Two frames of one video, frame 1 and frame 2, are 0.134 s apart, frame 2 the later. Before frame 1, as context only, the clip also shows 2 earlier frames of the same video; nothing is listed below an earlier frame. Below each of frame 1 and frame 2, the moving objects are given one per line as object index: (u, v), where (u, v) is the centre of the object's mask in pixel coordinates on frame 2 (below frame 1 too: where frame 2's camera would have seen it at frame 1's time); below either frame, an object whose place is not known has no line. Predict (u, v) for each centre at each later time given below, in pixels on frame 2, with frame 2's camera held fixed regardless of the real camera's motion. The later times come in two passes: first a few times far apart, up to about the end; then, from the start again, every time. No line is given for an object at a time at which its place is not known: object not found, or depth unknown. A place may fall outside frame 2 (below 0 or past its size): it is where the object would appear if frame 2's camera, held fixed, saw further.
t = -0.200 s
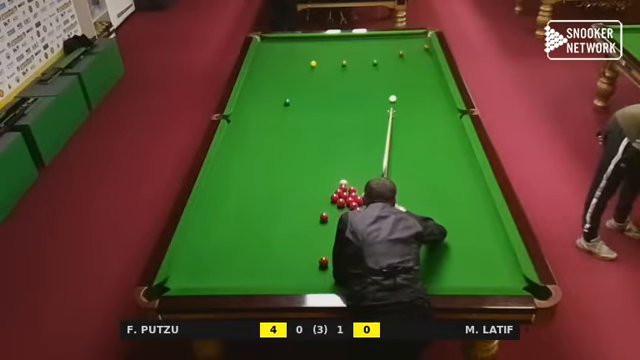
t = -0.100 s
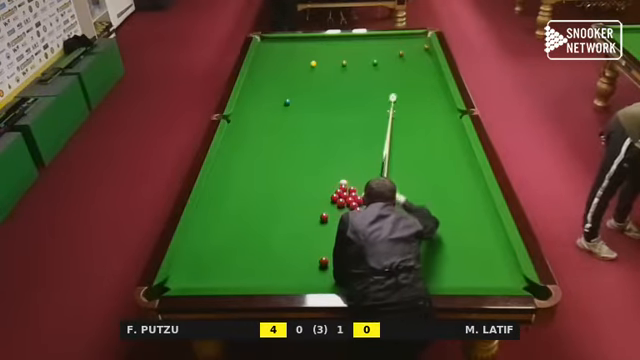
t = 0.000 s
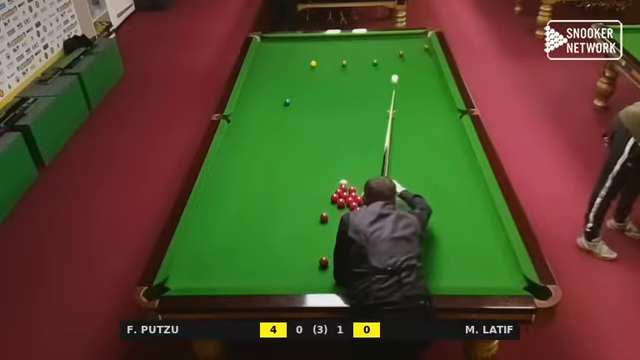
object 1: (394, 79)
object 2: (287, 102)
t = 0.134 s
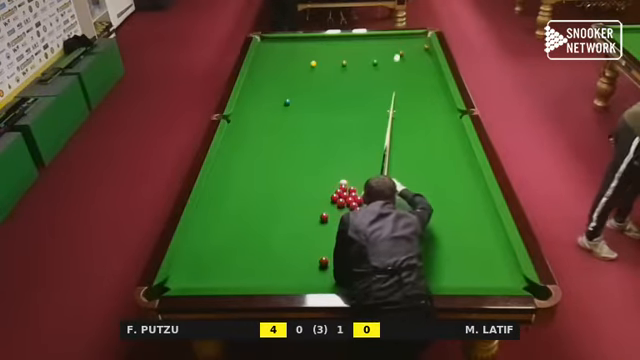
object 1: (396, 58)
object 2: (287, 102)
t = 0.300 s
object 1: (378, 46)
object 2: (287, 102)
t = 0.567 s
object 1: (356, 39)
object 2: (287, 102)
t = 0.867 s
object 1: (344, 50)
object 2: (287, 102)
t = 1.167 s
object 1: (330, 62)
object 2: (287, 102)
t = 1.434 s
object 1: (318, 73)
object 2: (286, 102)
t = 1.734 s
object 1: (303, 86)
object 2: (286, 102)
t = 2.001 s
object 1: (290, 97)
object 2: (286, 102)
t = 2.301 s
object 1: (280, 101)
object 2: (281, 111)
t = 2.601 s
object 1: (271, 104)
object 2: (276, 121)
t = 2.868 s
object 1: (264, 106)
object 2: (271, 129)
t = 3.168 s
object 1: (257, 108)
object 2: (266, 138)
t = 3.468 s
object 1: (251, 110)
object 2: (261, 147)
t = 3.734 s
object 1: (247, 111)
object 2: (257, 154)
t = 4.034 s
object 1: (242, 113)
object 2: (252, 163)
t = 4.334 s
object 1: (239, 114)
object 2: (248, 171)
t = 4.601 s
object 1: (238, 114)
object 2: (244, 177)
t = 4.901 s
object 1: (236, 115)
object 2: (241, 184)
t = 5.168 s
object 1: (236, 115)
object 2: (238, 190)
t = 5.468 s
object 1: (236, 114)
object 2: (235, 195)
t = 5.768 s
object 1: (236, 115)
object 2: (232, 200)
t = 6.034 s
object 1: (236, 115)
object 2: (231, 203)
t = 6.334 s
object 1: (236, 115)
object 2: (229, 206)
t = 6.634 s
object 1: (236, 115)
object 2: (228, 208)
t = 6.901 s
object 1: (236, 115)
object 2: (227, 208)
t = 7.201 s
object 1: (236, 115)
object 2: (226, 209)
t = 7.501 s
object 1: (236, 115)
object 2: (226, 209)
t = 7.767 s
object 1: (236, 115)
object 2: (226, 209)
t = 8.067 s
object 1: (236, 115)
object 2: (227, 209)
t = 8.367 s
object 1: (236, 115)
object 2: (227, 209)
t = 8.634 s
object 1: (236, 115)
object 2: (227, 209)
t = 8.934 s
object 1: (236, 115)
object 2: (227, 209)
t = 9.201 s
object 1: (236, 115)
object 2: (227, 209)
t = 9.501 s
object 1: (236, 115)
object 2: (227, 209)
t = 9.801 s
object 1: (236, 115)
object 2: (227, 209)
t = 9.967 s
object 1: (236, 115)
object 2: (227, 209)
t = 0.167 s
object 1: (395, 54)
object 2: (287, 102)
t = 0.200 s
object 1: (391, 52)
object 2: (287, 102)
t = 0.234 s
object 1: (386, 50)
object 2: (286, 102)
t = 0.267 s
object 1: (382, 48)
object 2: (287, 102)
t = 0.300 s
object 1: (378, 46)
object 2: (287, 102)
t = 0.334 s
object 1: (375, 44)
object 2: (287, 102)
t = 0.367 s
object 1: (372, 43)
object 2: (286, 102)
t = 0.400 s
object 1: (368, 41)
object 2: (286, 102)
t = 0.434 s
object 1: (365, 39)
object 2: (286, 102)
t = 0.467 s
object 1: (362, 37)
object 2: (287, 102)
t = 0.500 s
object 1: (359, 36)
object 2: (287, 102)
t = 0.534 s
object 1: (357, 37)
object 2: (287, 102)
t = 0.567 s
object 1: (356, 39)
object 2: (287, 102)
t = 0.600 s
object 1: (355, 40)
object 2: (287, 102)
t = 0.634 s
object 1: (354, 41)
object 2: (287, 102)
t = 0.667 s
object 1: (352, 43)
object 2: (286, 102)
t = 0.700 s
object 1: (351, 44)
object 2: (286, 102)
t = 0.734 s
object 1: (350, 45)
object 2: (286, 102)
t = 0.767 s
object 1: (348, 47)
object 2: (286, 102)
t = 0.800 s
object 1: (347, 48)
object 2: (286, 102)
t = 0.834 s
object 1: (345, 49)
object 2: (287, 102)
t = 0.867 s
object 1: (344, 50)
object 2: (287, 102)
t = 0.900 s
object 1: (343, 51)
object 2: (287, 102)
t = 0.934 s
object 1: (341, 53)
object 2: (287, 102)
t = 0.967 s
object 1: (340, 54)
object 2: (287, 102)
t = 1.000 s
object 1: (338, 55)
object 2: (287, 102)
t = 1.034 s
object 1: (336, 56)
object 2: (287, 102)
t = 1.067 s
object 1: (335, 58)
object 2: (287, 102)
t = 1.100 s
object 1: (334, 59)
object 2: (287, 102)
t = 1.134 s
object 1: (332, 60)
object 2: (287, 102)
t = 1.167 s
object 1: (330, 62)
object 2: (287, 102)
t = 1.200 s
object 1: (329, 63)
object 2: (287, 102)
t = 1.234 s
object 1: (327, 65)
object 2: (287, 102)
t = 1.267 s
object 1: (326, 66)
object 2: (287, 102)
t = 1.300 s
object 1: (324, 67)
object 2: (287, 102)
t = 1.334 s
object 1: (323, 68)
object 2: (287, 102)
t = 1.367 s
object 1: (321, 70)
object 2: (287, 102)
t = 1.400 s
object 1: (320, 71)
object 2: (287, 102)
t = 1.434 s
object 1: (318, 73)
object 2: (286, 102)
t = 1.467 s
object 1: (316, 74)
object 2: (286, 102)
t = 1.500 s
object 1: (315, 76)
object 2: (286, 102)
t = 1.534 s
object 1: (313, 77)
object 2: (287, 102)
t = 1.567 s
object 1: (312, 78)
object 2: (287, 102)
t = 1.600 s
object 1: (310, 80)
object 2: (287, 102)
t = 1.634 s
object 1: (308, 81)
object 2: (287, 102)
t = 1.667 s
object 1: (307, 83)
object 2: (286, 102)
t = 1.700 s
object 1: (305, 84)
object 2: (286, 102)
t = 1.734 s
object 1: (303, 86)
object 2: (286, 102)
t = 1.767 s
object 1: (301, 87)
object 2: (287, 102)
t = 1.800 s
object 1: (300, 88)
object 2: (287, 102)
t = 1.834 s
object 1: (298, 90)
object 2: (287, 102)
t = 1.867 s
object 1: (296, 91)
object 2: (286, 102)
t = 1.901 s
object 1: (295, 93)
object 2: (286, 102)
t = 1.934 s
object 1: (293, 95)
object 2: (286, 102)
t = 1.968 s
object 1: (291, 96)
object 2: (286, 102)
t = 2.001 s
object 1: (290, 97)
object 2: (286, 102)
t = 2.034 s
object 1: (288, 98)
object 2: (286, 103)
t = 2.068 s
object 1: (287, 99)
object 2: (285, 104)
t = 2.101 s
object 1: (286, 99)
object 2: (284, 105)
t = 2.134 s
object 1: (285, 99)
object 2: (284, 106)
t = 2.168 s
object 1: (284, 100)
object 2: (283, 107)
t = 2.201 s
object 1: (283, 100)
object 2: (283, 108)
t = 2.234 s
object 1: (282, 100)
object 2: (282, 109)
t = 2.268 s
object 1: (281, 100)
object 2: (282, 110)
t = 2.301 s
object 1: (280, 101)
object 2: (281, 111)
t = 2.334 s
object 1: (279, 101)
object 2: (281, 112)
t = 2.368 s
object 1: (278, 101)
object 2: (280, 113)
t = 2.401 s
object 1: (277, 102)
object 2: (280, 114)
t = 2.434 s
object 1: (275, 102)
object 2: (279, 115)
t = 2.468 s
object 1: (275, 102)
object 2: (278, 116)
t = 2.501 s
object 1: (274, 103)
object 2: (278, 117)
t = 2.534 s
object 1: (273, 103)
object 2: (277, 118)
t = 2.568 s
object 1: (272, 103)
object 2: (277, 120)
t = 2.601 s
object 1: (271, 104)
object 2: (276, 121)
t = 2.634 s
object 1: (270, 104)
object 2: (276, 121)
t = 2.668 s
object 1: (269, 104)
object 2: (275, 123)
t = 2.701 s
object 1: (268, 104)
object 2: (274, 124)
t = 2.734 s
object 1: (267, 105)
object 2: (274, 125)
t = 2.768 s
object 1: (266, 105)
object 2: (273, 126)
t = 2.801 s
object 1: (266, 105)
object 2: (273, 127)
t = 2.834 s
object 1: (265, 106)
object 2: (272, 128)
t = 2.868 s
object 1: (264, 106)
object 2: (271, 129)
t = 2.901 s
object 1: (263, 106)
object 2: (271, 130)
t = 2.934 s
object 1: (262, 106)
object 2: (270, 131)
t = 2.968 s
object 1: (262, 107)
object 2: (270, 132)
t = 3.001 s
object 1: (261, 107)
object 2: (269, 133)
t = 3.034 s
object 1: (260, 107)
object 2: (268, 134)
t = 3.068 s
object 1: (259, 107)
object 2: (268, 135)
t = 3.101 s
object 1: (258, 107)
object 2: (267, 136)
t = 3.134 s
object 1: (258, 108)
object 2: (267, 137)
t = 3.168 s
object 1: (257, 108)
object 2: (266, 138)
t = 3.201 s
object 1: (256, 108)
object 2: (266, 139)
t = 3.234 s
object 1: (256, 108)
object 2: (265, 140)
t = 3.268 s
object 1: (255, 109)
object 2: (264, 141)
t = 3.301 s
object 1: (254, 109)
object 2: (264, 142)
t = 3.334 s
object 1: (253, 109)
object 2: (263, 143)
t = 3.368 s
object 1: (253, 109)
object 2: (263, 144)
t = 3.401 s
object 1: (252, 109)
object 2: (262, 145)
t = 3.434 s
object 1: (252, 110)
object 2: (262, 146)
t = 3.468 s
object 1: (251, 110)
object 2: (261, 147)
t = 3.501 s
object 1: (250, 110)
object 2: (261, 148)
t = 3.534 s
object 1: (250, 110)
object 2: (260, 149)
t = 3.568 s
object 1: (249, 110)
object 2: (260, 150)
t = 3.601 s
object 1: (249, 111)
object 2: (259, 151)
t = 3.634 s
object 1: (248, 111)
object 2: (259, 151)
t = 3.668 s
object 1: (248, 111)
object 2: (258, 153)
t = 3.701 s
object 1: (247, 111)
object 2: (258, 154)
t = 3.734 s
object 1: (247, 111)
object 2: (257, 154)
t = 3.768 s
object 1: (246, 112)
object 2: (257, 155)
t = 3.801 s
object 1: (246, 112)
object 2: (256, 156)
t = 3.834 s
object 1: (245, 112)
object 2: (255, 158)
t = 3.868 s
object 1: (245, 112)
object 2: (255, 158)
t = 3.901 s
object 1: (244, 112)
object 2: (254, 159)
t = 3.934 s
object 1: (244, 112)
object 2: (254, 160)
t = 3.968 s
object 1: (243, 112)
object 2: (253, 161)
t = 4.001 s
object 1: (243, 112)
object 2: (253, 162)
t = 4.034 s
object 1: (242, 113)
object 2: (252, 163)
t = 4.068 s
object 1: (242, 113)
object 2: (252, 164)
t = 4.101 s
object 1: (242, 113)
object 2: (251, 164)
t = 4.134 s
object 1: (241, 113)
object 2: (251, 166)
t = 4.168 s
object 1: (241, 113)
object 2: (250, 166)
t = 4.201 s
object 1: (241, 113)
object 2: (250, 167)
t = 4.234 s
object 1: (241, 113)
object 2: (249, 168)
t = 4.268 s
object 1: (240, 113)
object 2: (249, 169)
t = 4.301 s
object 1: (240, 113)
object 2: (248, 170)
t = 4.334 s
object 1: (239, 114)
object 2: (248, 171)
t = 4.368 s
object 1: (239, 114)
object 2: (247, 171)
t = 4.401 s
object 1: (239, 114)
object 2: (247, 172)
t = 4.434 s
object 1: (238, 114)
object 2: (247, 173)
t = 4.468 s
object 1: (238, 114)
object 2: (246, 174)
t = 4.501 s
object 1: (238, 114)
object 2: (246, 175)
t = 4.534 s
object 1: (238, 114)
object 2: (245, 176)
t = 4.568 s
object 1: (238, 114)
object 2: (245, 176)
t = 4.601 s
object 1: (238, 114)
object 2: (244, 177)
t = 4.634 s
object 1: (237, 114)
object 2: (244, 178)
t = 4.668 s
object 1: (237, 114)
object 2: (244, 178)
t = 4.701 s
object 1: (237, 114)
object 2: (243, 180)
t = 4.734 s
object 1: (237, 114)
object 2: (243, 180)
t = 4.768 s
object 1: (237, 114)
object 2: (243, 181)
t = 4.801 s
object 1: (237, 114)
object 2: (242, 181)
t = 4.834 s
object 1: (237, 114)
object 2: (242, 183)
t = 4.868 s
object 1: (237, 114)
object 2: (241, 183)
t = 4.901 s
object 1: (236, 115)
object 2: (241, 184)
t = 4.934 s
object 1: (236, 115)
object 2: (241, 184)
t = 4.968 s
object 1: (236, 114)
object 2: (240, 185)
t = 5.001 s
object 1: (236, 114)
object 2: (240, 186)
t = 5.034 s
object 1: (236, 114)
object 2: (239, 187)
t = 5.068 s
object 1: (236, 115)
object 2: (239, 187)
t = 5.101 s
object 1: (236, 115)
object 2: (239, 188)
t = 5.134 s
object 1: (236, 114)
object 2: (238, 188)
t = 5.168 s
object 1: (236, 115)
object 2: (238, 190)
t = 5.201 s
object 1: (236, 115)
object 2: (238, 190)
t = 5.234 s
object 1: (236, 115)
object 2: (237, 191)
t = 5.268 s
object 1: (236, 114)
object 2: (237, 191)
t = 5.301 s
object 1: (236, 114)
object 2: (237, 192)
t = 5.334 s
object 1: (236, 114)
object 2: (236, 192)
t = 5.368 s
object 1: (236, 114)
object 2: (236, 193)
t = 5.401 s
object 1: (236, 114)
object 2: (235, 194)
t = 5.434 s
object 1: (236, 114)
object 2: (235, 194)
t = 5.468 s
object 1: (236, 114)
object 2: (235, 195)
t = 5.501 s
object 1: (236, 114)
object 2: (235, 196)
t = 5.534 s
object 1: (236, 114)
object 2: (234, 196)
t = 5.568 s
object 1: (236, 115)
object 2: (234, 196)
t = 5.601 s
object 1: (236, 115)
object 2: (234, 197)
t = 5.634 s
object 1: (236, 115)
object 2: (233, 198)
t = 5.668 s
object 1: (236, 115)
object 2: (233, 198)
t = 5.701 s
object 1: (236, 115)
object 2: (233, 199)
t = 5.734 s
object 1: (236, 115)
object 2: (233, 199)
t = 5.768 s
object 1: (236, 115)
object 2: (232, 200)
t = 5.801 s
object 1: (236, 115)
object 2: (232, 200)
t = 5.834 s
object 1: (236, 115)
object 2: (232, 201)
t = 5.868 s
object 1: (236, 115)
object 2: (232, 201)
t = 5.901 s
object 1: (236, 115)
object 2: (232, 201)
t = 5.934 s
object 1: (236, 115)
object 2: (231, 201)
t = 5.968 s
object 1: (236, 115)
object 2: (231, 202)
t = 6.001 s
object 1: (236, 115)
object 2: (231, 202)
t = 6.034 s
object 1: (236, 115)
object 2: (231, 203)
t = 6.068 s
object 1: (236, 115)
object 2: (231, 203)
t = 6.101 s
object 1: (236, 115)
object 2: (230, 203)
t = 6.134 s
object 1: (236, 115)
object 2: (230, 204)
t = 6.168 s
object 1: (236, 115)
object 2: (230, 204)
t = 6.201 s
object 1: (236, 115)
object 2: (230, 204)
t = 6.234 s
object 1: (236, 115)
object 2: (229, 205)
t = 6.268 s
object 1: (236, 115)
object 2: (229, 205)
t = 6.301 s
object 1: (236, 115)
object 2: (229, 205)
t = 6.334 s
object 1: (236, 115)
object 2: (229, 206)
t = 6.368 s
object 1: (236, 115)
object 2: (229, 206)
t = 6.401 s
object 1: (236, 115)
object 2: (229, 206)
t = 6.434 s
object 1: (236, 115)
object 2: (228, 206)
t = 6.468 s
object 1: (236, 115)
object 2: (228, 207)
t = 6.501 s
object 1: (236, 115)
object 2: (228, 207)
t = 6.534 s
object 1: (236, 115)
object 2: (228, 207)
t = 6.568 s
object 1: (236, 115)
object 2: (228, 207)
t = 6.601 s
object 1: (236, 115)
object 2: (228, 208)
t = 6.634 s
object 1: (236, 115)
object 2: (228, 208)
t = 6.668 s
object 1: (236, 115)
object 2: (228, 208)
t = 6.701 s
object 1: (236, 115)
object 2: (228, 208)
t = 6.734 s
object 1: (236, 115)
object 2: (227, 208)
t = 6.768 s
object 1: (236, 115)
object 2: (227, 208)
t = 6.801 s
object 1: (236, 115)
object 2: (227, 209)
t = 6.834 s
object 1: (236, 115)
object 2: (227, 208)
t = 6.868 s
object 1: (236, 115)
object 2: (227, 208)
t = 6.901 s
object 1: (236, 115)
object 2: (227, 208)
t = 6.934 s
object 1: (236, 115)
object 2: (227, 208)
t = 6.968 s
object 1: (236, 115)
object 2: (227, 208)
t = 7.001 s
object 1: (236, 115)
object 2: (227, 208)
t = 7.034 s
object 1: (236, 115)
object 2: (227, 210)
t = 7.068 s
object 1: (236, 115)
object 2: (228, 207)
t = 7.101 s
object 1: (236, 115)
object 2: (226, 209)
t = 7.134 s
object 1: (236, 115)
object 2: (226, 209)
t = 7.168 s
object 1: (236, 115)
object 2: (226, 209)
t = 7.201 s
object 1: (236, 115)
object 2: (226, 209)
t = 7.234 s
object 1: (236, 115)
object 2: (226, 209)
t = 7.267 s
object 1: (236, 115)
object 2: (226, 209)
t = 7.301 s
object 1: (236, 115)
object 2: (226, 209)
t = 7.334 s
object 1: (236, 115)
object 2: (226, 209)
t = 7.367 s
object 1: (236, 115)
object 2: (226, 209)
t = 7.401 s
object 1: (236, 115)
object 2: (226, 209)
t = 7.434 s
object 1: (236, 115)
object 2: (226, 209)
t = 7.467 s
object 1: (236, 115)
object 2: (226, 209)
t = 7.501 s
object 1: (236, 115)
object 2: (226, 209)
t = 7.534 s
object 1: (236, 115)
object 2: (226, 209)
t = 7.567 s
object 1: (236, 115)
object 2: (226, 209)
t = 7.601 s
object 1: (236, 115)
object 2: (226, 209)
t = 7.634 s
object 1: (236, 115)
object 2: (226, 209)
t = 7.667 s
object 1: (236, 115)
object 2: (226, 209)
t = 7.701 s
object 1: (236, 115)
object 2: (226, 209)
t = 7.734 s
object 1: (236, 115)
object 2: (227, 209)
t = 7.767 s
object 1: (236, 115)
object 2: (226, 209)
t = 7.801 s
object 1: (236, 115)
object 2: (226, 209)
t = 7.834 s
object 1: (236, 115)
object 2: (226, 209)
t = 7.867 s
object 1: (236, 115)
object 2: (226, 209)
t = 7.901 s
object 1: (236, 115)
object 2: (227, 209)
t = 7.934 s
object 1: (236, 115)
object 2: (227, 209)
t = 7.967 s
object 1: (236, 115)
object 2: (226, 209)
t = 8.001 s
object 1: (236, 115)
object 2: (226, 209)
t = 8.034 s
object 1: (236, 115)
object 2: (227, 209)
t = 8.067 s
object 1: (236, 115)
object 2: (227, 209)
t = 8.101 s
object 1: (236, 115)
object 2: (227, 209)
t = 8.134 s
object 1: (236, 115)
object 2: (227, 209)
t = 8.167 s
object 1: (236, 115)
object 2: (227, 209)
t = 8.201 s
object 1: (236, 115)
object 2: (227, 209)
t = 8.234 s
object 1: (236, 115)
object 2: (227, 209)
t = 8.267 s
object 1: (236, 115)
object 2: (227, 209)
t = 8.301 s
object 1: (236, 115)
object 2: (227, 209)
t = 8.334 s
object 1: (236, 115)
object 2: (227, 209)
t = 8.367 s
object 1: (236, 115)
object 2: (227, 209)
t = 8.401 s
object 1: (236, 115)
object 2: (227, 209)
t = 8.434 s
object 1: (236, 115)
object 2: (227, 209)
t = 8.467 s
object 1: (236, 115)
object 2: (227, 209)
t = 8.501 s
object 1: (236, 115)
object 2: (227, 209)
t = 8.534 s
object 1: (236, 115)
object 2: (227, 209)
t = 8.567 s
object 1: (236, 115)
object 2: (227, 209)
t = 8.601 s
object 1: (236, 115)
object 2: (227, 209)
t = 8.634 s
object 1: (236, 115)
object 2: (227, 209)
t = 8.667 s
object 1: (236, 115)
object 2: (227, 209)
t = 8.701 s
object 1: (236, 115)
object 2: (227, 209)
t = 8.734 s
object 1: (236, 115)
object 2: (227, 209)
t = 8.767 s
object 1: (236, 115)
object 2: (227, 209)
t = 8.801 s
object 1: (236, 115)
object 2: (227, 209)
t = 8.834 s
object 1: (236, 115)
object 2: (227, 209)
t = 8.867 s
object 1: (236, 115)
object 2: (227, 209)
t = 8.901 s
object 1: (236, 115)
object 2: (227, 209)
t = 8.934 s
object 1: (236, 115)
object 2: (227, 209)
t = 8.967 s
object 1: (236, 115)
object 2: (227, 209)
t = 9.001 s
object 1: (236, 115)
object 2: (227, 209)
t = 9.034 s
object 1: (236, 115)
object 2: (227, 209)
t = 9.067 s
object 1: (236, 115)
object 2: (227, 209)
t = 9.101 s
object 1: (236, 115)
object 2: (227, 209)
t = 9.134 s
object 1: (236, 115)
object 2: (227, 209)
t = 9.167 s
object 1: (236, 115)
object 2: (227, 209)
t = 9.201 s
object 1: (236, 115)
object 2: (227, 209)
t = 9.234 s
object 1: (236, 115)
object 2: (227, 209)
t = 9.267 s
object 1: (236, 115)
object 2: (227, 209)
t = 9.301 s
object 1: (236, 115)
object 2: (227, 209)
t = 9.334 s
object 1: (236, 115)
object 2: (227, 209)
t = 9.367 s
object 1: (236, 115)
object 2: (227, 209)
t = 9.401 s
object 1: (236, 115)
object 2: (227, 209)
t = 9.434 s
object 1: (236, 115)
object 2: (227, 209)
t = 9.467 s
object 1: (236, 115)
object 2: (227, 209)
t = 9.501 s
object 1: (236, 115)
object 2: (227, 209)
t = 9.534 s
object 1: (236, 115)
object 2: (227, 209)
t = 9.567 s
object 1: (236, 115)
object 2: (227, 209)
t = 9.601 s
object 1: (236, 115)
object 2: (227, 209)
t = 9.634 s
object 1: (236, 115)
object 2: (227, 209)
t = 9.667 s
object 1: (236, 115)
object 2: (227, 209)
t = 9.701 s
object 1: (236, 115)
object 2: (227, 209)
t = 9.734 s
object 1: (236, 115)
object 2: (227, 209)
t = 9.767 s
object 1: (236, 115)
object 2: (227, 209)
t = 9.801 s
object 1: (236, 115)
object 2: (227, 209)
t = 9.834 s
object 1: (236, 115)
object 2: (227, 209)
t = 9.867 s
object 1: (236, 115)
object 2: (227, 209)
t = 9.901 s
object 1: (236, 115)
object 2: (227, 209)
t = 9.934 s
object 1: (236, 115)
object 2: (227, 209)
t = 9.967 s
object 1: (236, 115)
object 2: (227, 209)
